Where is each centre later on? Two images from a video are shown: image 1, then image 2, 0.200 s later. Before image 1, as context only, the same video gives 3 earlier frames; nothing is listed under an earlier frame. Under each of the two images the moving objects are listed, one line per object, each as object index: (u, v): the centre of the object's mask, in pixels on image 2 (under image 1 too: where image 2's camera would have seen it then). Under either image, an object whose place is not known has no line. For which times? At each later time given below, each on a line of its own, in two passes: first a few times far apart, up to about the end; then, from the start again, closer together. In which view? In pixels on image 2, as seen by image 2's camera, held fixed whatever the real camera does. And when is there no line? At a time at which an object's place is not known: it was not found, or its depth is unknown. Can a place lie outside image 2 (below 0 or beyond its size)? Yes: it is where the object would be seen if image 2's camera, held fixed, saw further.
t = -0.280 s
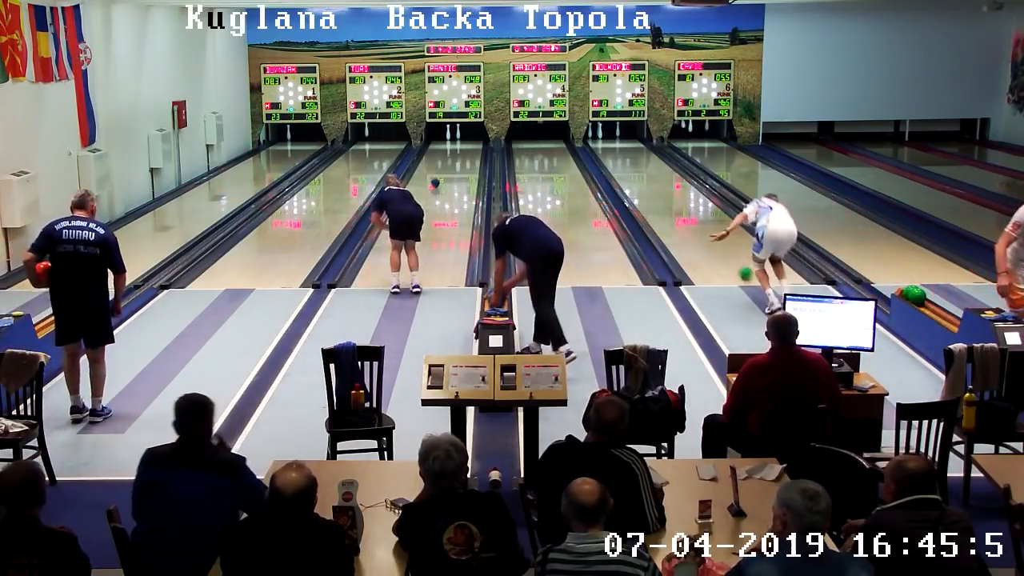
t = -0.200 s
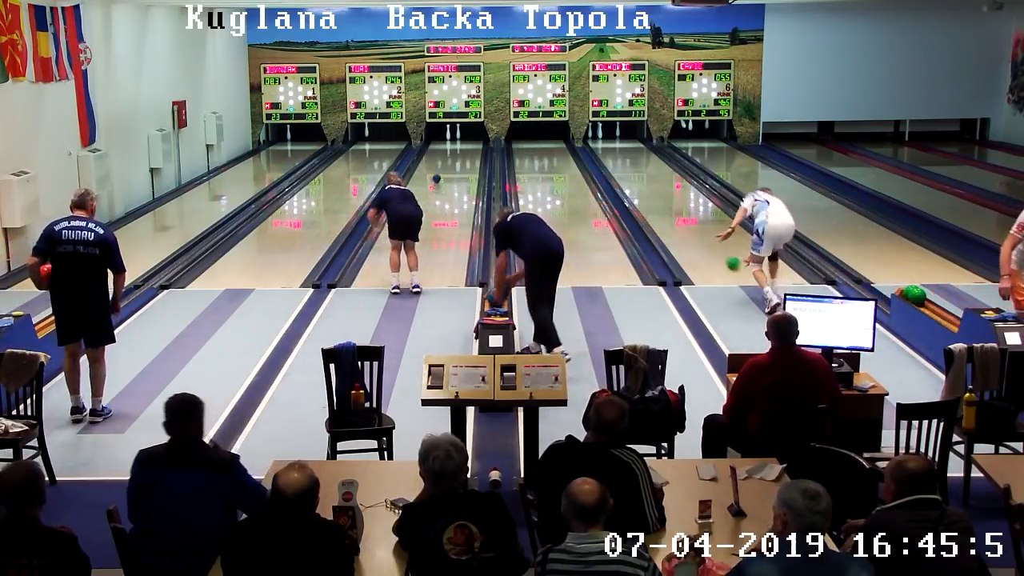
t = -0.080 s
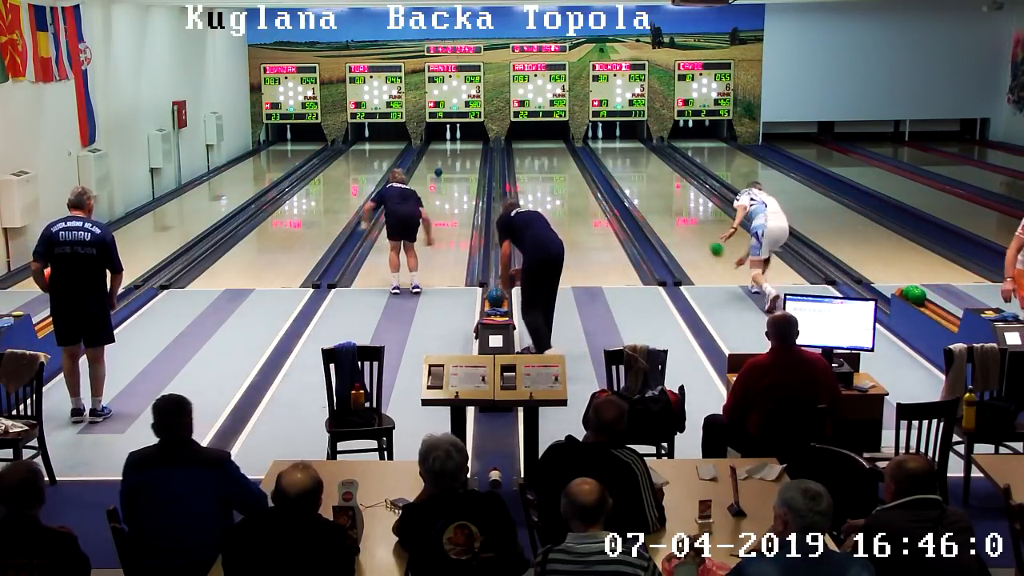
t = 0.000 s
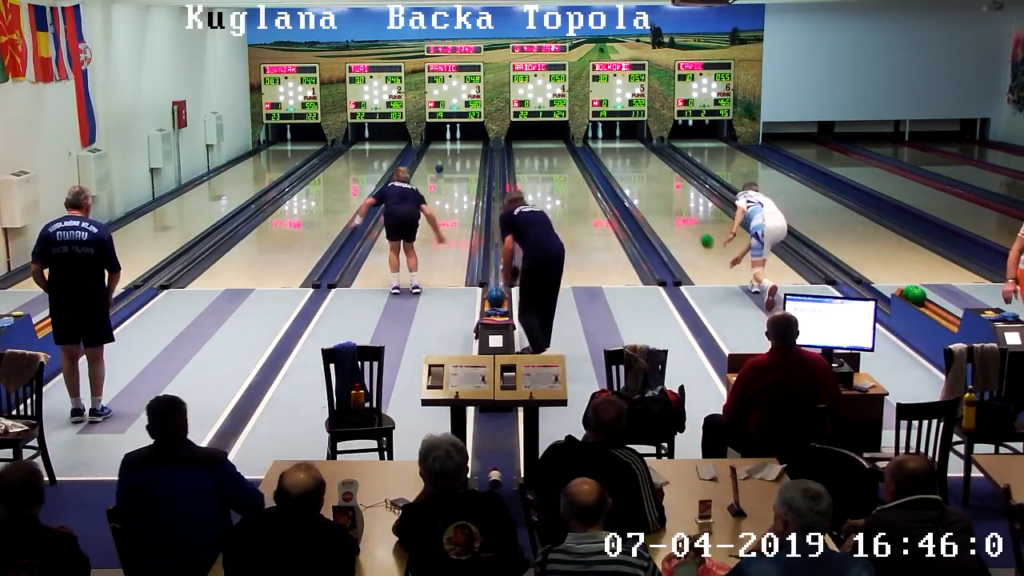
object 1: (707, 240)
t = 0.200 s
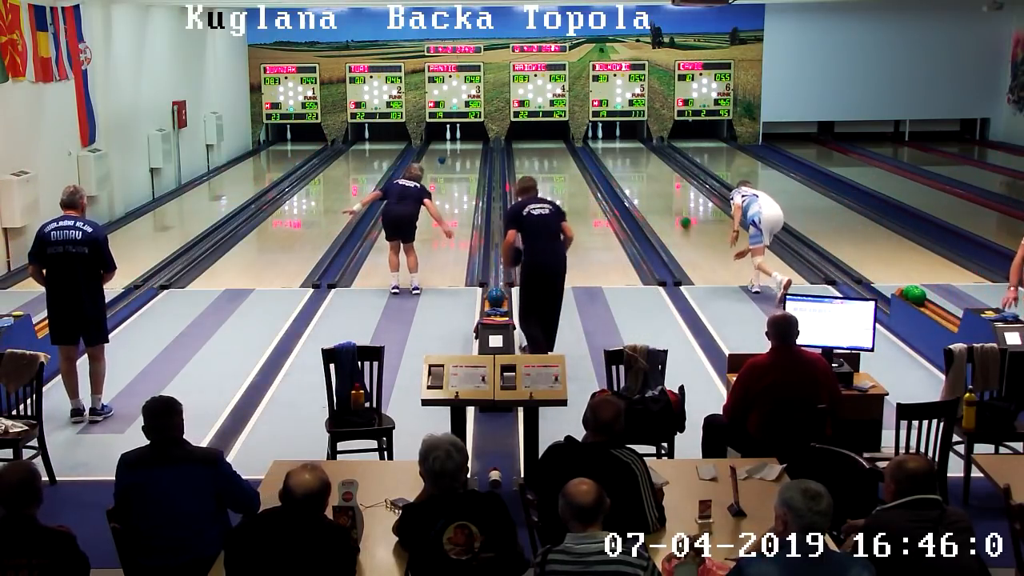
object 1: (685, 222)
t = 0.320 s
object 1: (674, 213)
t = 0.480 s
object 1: (662, 202)
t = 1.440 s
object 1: (614, 158)
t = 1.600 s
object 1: (609, 152)
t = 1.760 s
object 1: (605, 148)
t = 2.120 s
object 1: (597, 139)
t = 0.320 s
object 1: (674, 213)
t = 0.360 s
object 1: (671, 210)
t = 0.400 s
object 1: (668, 207)
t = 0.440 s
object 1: (665, 205)
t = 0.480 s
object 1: (662, 202)
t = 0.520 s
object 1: (659, 199)
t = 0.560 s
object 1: (656, 197)
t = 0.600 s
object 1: (653, 194)
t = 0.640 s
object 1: (651, 192)
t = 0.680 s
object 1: (648, 190)
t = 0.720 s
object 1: (646, 188)
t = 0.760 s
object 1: (644, 186)
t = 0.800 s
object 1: (641, 183)
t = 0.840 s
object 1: (639, 181)
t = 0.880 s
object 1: (637, 179)
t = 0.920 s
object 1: (635, 178)
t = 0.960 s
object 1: (633, 176)
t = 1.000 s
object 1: (631, 174)
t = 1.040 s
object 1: (629, 172)
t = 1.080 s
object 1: (627, 171)
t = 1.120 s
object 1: (626, 169)
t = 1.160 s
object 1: (624, 167)
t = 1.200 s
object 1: (622, 166)
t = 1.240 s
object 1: (621, 164)
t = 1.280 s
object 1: (619, 163)
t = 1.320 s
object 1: (618, 162)
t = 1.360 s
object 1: (616, 160)
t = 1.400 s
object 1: (615, 159)
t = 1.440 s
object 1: (614, 158)
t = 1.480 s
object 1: (613, 157)
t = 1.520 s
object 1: (611, 155)
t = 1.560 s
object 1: (610, 154)
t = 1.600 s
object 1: (609, 152)
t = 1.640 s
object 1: (607, 151)
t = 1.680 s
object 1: (606, 151)
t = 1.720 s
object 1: (605, 149)
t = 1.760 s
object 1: (605, 148)
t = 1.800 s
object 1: (604, 148)
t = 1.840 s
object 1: (603, 146)
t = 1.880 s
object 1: (602, 145)
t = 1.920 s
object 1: (601, 145)
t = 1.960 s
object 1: (600, 143)
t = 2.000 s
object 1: (599, 142)
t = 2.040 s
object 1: (598, 141)
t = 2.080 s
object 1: (597, 140)
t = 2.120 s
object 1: (597, 139)
